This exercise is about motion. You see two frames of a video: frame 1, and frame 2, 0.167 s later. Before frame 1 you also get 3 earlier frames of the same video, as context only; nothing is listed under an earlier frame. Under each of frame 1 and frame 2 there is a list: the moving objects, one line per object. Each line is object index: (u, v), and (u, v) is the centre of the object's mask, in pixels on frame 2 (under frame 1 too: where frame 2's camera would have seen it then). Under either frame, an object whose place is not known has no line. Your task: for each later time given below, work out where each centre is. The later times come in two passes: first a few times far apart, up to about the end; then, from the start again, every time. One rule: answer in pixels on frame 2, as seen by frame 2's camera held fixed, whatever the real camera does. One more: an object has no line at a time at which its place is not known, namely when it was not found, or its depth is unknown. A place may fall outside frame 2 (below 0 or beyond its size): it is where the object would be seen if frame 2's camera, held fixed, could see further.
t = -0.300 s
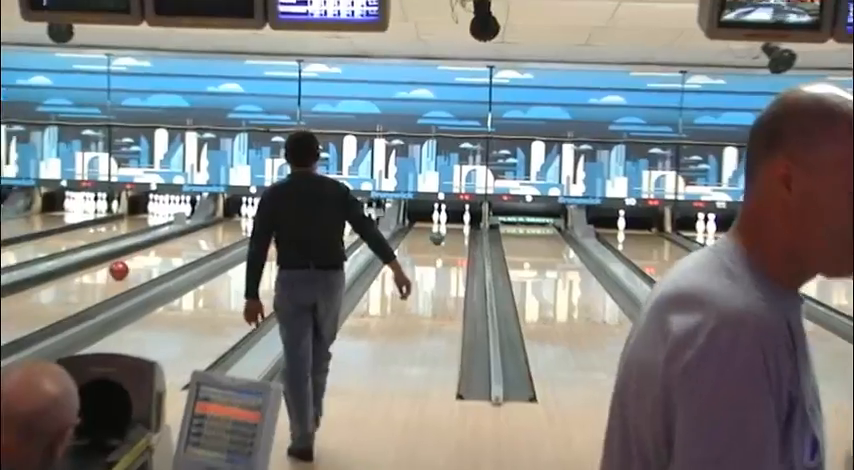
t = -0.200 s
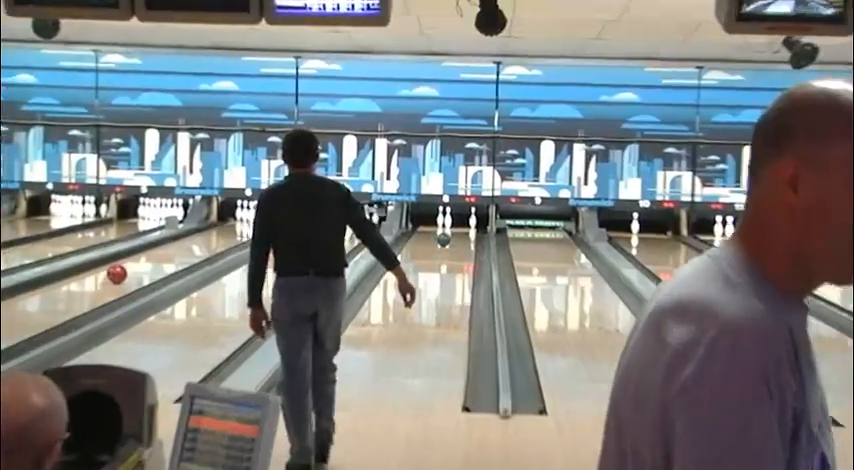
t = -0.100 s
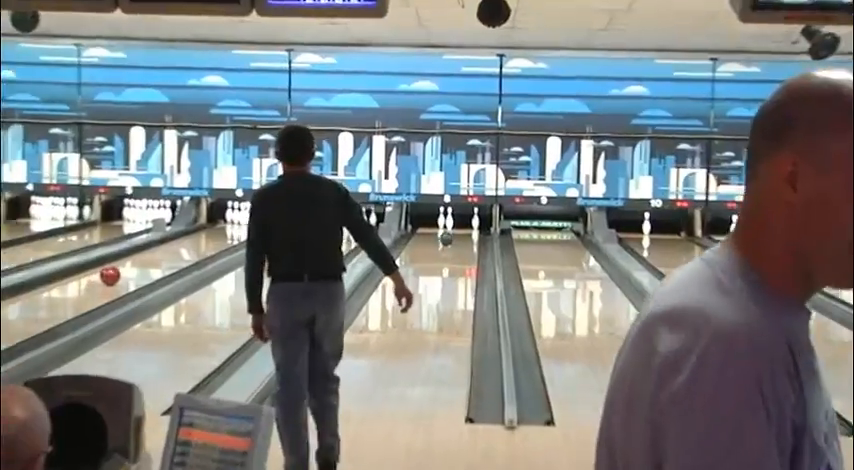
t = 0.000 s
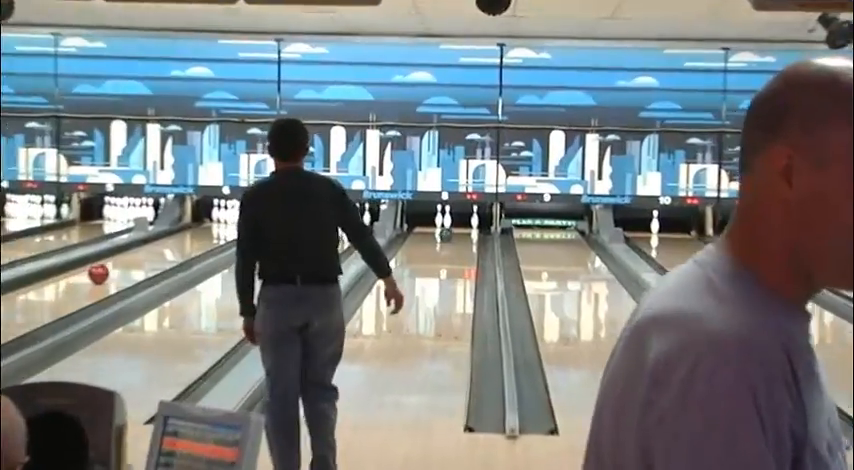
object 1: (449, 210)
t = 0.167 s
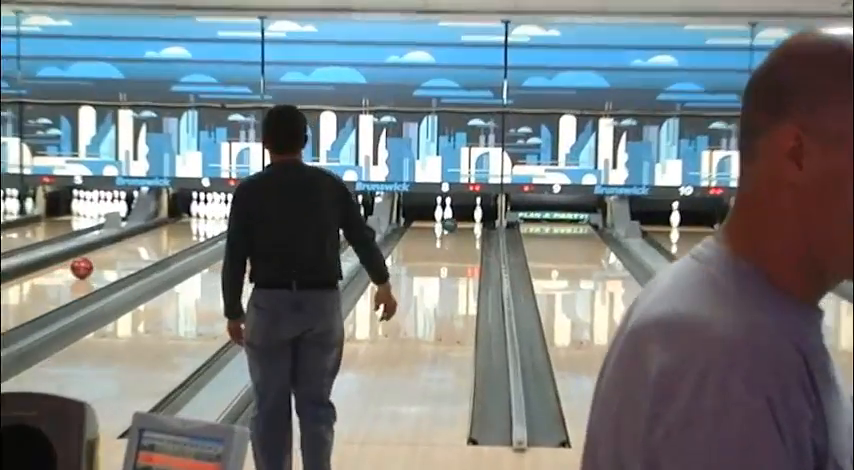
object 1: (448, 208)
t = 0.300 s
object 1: (448, 205)
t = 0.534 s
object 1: (440, 206)
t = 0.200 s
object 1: (448, 208)
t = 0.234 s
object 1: (448, 207)
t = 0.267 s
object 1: (448, 206)
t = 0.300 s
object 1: (448, 205)
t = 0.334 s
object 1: (448, 204)
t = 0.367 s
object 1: (448, 204)
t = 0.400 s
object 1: (448, 203)
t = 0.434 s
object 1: (448, 204)
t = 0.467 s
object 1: (448, 204)
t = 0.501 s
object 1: (443, 206)
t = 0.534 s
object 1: (440, 206)
